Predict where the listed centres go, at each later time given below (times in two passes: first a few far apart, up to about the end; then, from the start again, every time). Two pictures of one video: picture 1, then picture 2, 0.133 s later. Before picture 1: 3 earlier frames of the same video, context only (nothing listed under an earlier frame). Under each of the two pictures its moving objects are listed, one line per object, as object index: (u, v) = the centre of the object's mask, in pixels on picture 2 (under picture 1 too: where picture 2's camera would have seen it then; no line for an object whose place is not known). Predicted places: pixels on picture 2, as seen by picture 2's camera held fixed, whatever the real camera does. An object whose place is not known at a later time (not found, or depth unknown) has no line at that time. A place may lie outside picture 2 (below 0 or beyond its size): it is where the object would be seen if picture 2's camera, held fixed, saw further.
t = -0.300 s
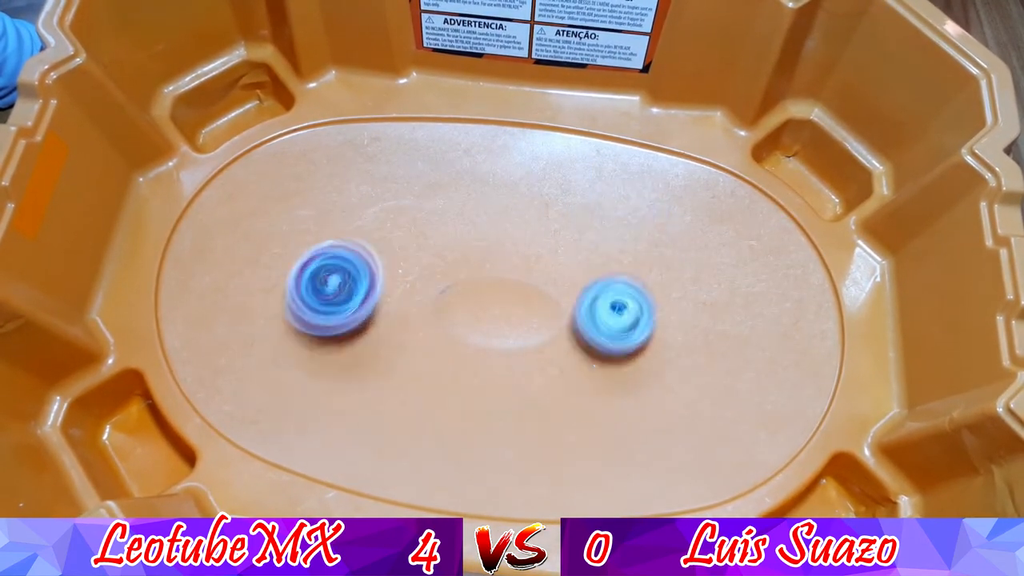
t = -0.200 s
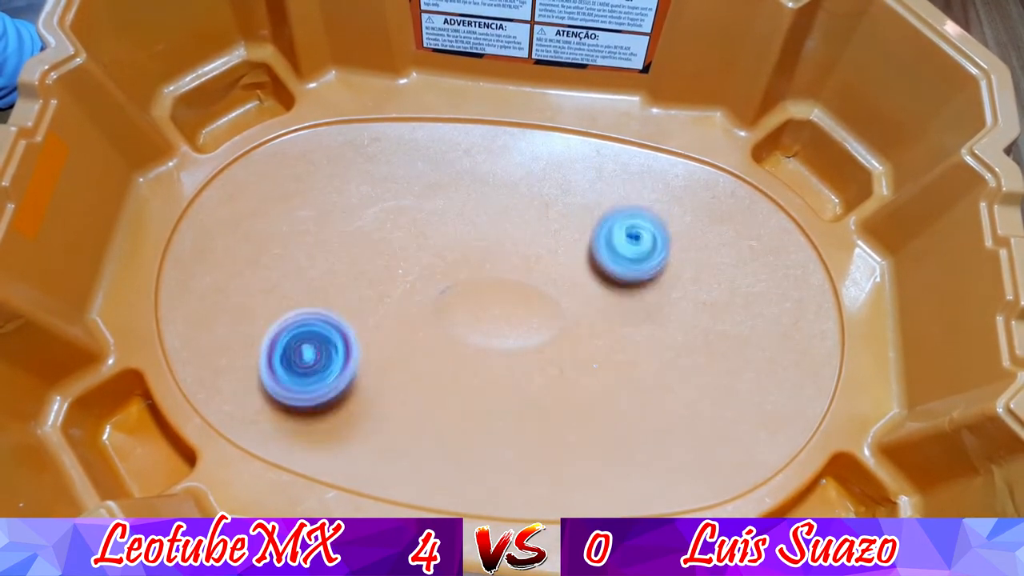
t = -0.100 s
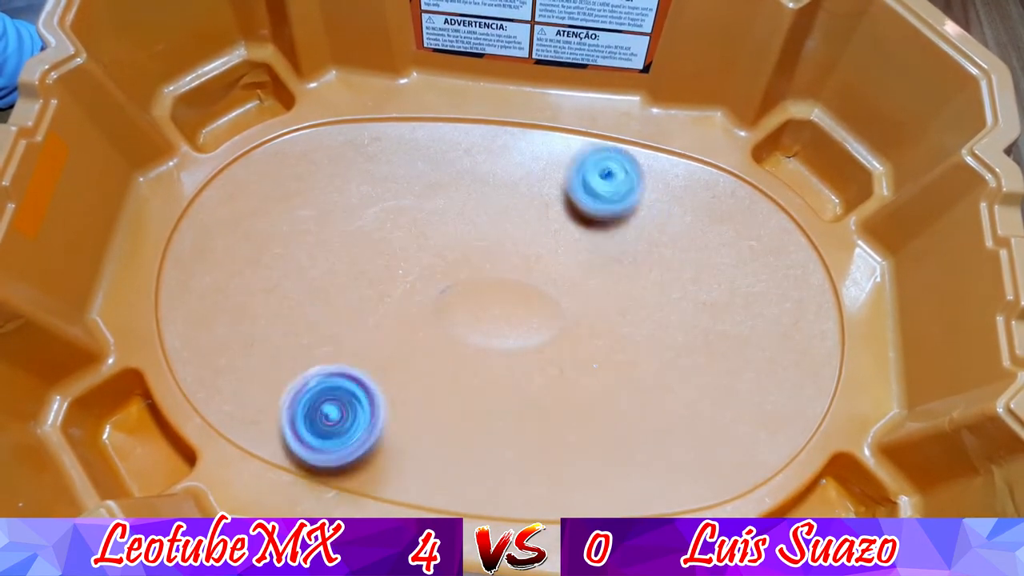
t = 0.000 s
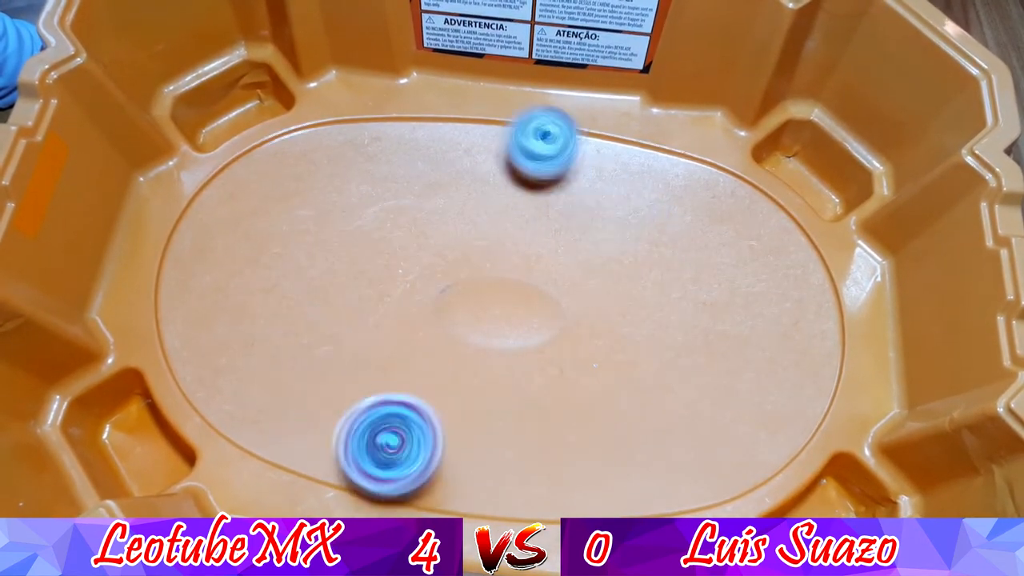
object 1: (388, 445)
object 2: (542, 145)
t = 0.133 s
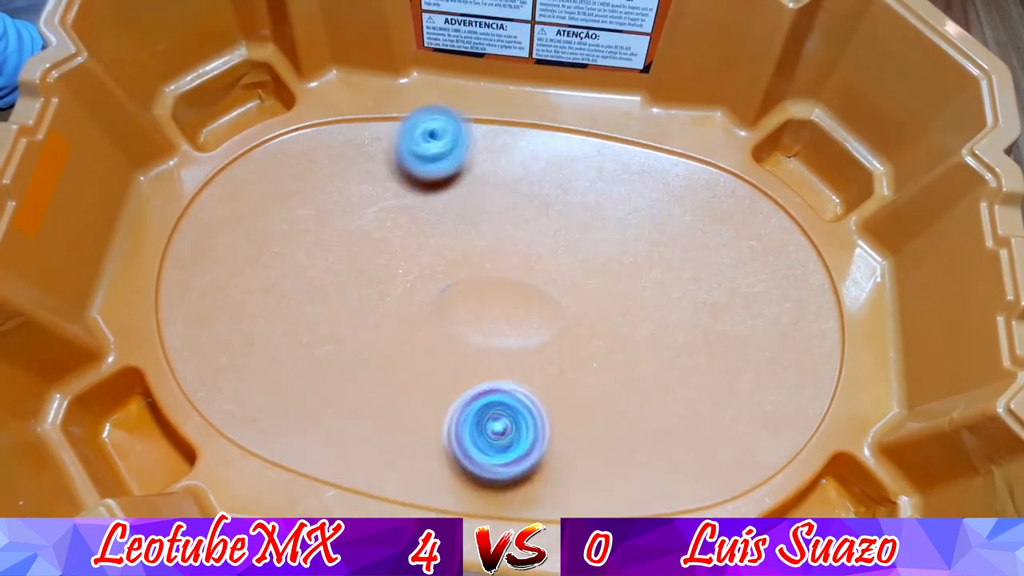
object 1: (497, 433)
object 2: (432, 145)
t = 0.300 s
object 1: (611, 354)
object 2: (328, 229)
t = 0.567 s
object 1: (573, 203)
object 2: (429, 448)
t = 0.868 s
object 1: (381, 217)
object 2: (741, 353)
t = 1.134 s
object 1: (336, 354)
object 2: (633, 133)
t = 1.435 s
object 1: (547, 358)
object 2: (296, 234)
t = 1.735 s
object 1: (575, 201)
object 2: (369, 461)
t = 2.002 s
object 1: (400, 199)
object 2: (606, 380)
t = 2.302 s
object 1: (373, 376)
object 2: (574, 181)
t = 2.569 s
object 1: (586, 380)
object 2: (357, 167)
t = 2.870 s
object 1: (616, 211)
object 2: (309, 371)
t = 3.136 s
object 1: (468, 202)
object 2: (569, 427)
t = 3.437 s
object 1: (372, 335)
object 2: (682, 227)
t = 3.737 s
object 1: (518, 363)
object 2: (463, 146)
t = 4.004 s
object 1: (573, 294)
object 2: (301, 318)
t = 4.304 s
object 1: (537, 265)
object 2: (501, 485)
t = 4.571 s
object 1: (507, 266)
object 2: (687, 363)
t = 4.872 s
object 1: (506, 265)
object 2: (574, 152)
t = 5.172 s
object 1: (512, 265)
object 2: (304, 196)
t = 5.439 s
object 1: (509, 265)
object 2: (289, 417)
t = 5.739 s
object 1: (498, 264)
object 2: (584, 436)
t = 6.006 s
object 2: (675, 236)
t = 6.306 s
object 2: (477, 122)
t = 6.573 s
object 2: (304, 268)
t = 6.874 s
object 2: (450, 471)
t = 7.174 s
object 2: (684, 380)
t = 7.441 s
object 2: (636, 187)
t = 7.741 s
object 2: (394, 166)
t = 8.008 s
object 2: (284, 341)
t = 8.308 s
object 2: (481, 462)
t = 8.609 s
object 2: (648, 305)
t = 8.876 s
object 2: (560, 152)
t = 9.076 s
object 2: (413, 157)
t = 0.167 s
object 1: (524, 420)
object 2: (406, 153)
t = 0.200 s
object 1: (551, 407)
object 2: (381, 167)
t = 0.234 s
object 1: (576, 392)
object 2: (359, 184)
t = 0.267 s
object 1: (596, 375)
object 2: (341, 205)
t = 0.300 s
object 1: (611, 354)
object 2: (328, 229)
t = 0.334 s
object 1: (621, 334)
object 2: (319, 256)
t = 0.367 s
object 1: (626, 312)
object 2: (315, 286)
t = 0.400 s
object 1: (627, 290)
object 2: (316, 318)
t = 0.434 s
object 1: (624, 270)
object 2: (326, 350)
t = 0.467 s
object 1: (616, 249)
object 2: (341, 381)
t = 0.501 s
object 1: (604, 232)
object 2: (364, 408)
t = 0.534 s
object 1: (590, 216)
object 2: (393, 430)
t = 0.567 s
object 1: (573, 203)
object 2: (429, 448)
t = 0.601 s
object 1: (554, 191)
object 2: (469, 460)
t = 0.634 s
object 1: (533, 184)
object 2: (512, 466)
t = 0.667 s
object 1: (512, 180)
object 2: (554, 465)
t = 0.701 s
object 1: (490, 179)
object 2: (596, 460)
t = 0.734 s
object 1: (471, 182)
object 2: (636, 449)
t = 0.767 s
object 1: (449, 187)
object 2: (671, 433)
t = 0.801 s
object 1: (427, 195)
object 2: (701, 410)
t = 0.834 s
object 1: (403, 205)
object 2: (724, 383)
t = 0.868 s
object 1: (381, 217)
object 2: (741, 353)
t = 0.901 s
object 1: (360, 231)
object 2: (750, 321)
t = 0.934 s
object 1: (345, 246)
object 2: (751, 286)
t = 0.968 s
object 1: (332, 264)
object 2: (746, 254)
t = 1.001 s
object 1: (323, 283)
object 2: (736, 221)
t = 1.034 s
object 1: (318, 301)
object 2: (718, 193)
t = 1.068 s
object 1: (319, 320)
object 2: (695, 168)
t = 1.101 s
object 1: (325, 338)
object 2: (666, 145)
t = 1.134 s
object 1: (336, 354)
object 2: (633, 133)
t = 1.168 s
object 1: (353, 367)
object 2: (594, 128)
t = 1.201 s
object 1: (373, 379)
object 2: (553, 128)
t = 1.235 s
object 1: (396, 387)
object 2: (511, 130)
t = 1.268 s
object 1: (420, 390)
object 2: (469, 137)
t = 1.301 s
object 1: (446, 390)
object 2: (429, 148)
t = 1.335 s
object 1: (474, 387)
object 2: (391, 164)
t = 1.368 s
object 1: (501, 381)
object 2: (354, 184)
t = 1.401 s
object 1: (526, 371)
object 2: (323, 206)
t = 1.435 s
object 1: (547, 358)
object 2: (296, 234)
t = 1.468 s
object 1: (567, 342)
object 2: (273, 263)
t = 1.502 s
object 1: (583, 325)
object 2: (257, 297)
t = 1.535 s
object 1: (594, 305)
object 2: (245, 334)
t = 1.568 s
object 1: (601, 285)
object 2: (242, 373)
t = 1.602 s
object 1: (604, 265)
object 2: (245, 412)
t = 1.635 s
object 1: (602, 246)
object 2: (258, 445)
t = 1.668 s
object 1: (597, 229)
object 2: (290, 454)
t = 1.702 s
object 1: (588, 214)
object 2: (328, 461)
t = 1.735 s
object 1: (575, 201)
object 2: (369, 461)
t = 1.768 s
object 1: (560, 191)
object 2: (407, 459)
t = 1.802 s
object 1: (540, 183)
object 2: (445, 455)
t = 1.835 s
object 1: (520, 178)
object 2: (481, 450)
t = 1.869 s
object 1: (496, 176)
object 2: (512, 442)
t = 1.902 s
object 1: (472, 177)
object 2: (540, 430)
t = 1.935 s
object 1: (448, 182)
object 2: (567, 416)
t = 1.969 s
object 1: (424, 188)
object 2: (588, 400)
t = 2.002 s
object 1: (400, 199)
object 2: (606, 380)
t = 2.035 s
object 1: (379, 213)
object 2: (619, 359)
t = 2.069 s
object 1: (360, 231)
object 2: (627, 337)
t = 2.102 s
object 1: (348, 251)
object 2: (632, 314)
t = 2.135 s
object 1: (339, 272)
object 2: (633, 288)
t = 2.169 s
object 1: (336, 294)
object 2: (629, 263)
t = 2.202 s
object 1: (338, 318)
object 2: (621, 240)
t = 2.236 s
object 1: (345, 339)
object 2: (609, 217)
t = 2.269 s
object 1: (356, 358)
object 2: (593, 198)
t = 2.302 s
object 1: (373, 376)
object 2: (574, 181)
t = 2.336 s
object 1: (394, 390)
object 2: (552, 166)
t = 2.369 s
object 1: (420, 401)
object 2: (526, 155)
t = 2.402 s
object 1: (447, 407)
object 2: (497, 148)
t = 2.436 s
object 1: (476, 409)
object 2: (467, 145)
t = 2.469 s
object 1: (504, 408)
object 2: (437, 146)
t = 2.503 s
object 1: (533, 404)
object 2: (409, 150)
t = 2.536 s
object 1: (561, 394)
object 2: (382, 156)
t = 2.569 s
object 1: (586, 380)
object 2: (357, 167)
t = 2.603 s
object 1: (608, 365)
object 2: (335, 181)
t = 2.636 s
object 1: (626, 346)
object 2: (315, 199)
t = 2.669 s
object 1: (638, 325)
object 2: (301, 219)
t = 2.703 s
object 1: (645, 305)
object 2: (290, 242)
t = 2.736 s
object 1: (648, 282)
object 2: (284, 265)
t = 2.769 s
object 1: (646, 261)
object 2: (283, 292)
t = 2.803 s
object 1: (639, 243)
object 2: (286, 319)
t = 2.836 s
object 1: (629, 225)
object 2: (295, 346)
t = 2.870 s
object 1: (616, 211)
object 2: (309, 371)
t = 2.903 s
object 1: (601, 200)
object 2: (330, 394)
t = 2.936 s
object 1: (583, 191)
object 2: (356, 414)
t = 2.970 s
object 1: (563, 187)
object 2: (388, 428)
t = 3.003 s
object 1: (545, 185)
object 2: (422, 437)
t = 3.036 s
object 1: (526, 186)
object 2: (458, 442)
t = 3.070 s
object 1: (507, 190)
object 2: (495, 442)
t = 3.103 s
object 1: (488, 196)
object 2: (532, 437)
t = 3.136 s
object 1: (468, 202)
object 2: (569, 427)
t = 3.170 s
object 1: (446, 211)
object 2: (601, 414)
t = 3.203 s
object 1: (424, 221)
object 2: (629, 396)
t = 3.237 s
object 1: (404, 234)
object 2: (651, 376)
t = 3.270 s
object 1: (387, 249)
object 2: (668, 353)
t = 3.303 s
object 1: (376, 266)
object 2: (680, 329)
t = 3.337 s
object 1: (368, 283)
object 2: (688, 303)
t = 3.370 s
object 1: (364, 301)
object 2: (691, 277)
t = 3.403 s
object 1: (365, 319)
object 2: (688, 252)
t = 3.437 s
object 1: (372, 335)
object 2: (682, 227)
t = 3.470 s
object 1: (381, 350)
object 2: (671, 205)
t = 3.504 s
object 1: (392, 363)
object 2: (656, 185)
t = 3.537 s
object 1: (409, 370)
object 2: (637, 169)
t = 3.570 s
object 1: (426, 376)
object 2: (614, 156)
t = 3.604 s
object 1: (445, 379)
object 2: (588, 146)
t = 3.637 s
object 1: (464, 377)
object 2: (559, 140)
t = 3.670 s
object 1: (484, 374)
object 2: (527, 137)
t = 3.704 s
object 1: (503, 369)
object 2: (495, 140)
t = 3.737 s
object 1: (518, 363)
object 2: (463, 146)
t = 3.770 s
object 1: (531, 355)
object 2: (432, 155)
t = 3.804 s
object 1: (542, 348)
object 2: (402, 168)
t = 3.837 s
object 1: (552, 339)
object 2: (376, 185)
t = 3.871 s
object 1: (558, 331)
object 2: (352, 206)
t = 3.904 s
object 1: (565, 321)
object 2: (332, 229)
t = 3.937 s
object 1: (570, 312)
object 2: (316, 257)
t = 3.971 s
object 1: (573, 302)
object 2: (306, 287)
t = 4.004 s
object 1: (573, 294)
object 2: (301, 318)
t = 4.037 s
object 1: (573, 286)
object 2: (302, 350)
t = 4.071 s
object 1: (571, 280)
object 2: (310, 380)
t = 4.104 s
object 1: (568, 275)
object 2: (324, 408)
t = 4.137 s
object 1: (564, 272)
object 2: (344, 433)
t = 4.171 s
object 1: (560, 269)
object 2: (369, 452)
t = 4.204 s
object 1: (554, 268)
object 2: (399, 467)
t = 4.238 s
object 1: (549, 267)
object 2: (432, 476)
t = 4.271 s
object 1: (543, 266)
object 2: (467, 482)
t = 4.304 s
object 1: (537, 265)
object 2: (501, 485)
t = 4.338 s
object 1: (531, 266)
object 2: (533, 482)
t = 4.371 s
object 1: (526, 265)
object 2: (563, 476)
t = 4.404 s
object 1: (521, 266)
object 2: (590, 468)
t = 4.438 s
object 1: (517, 266)
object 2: (616, 454)
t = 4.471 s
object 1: (513, 267)
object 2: (641, 437)
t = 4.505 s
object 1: (511, 267)
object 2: (662, 415)
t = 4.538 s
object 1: (509, 267)
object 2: (677, 390)
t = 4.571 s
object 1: (507, 266)
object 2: (687, 363)
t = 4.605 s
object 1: (506, 266)
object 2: (691, 335)
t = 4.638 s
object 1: (506, 265)
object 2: (691, 306)
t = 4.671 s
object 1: (506, 265)
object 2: (686, 277)
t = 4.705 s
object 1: (506, 264)
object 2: (677, 250)
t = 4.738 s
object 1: (506, 264)
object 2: (664, 224)
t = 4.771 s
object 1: (506, 264)
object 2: (646, 202)
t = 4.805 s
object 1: (506, 264)
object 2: (625, 182)
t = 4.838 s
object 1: (506, 265)
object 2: (600, 166)
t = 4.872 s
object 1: (506, 265)
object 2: (574, 152)
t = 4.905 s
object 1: (507, 265)
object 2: (544, 143)
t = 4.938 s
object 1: (507, 265)
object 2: (513, 138)
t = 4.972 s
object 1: (508, 265)
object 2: (481, 135)
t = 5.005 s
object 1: (509, 265)
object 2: (450, 136)
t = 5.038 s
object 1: (510, 265)
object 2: (417, 140)
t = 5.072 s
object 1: (511, 264)
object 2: (386, 148)
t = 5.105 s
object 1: (511, 265)
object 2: (355, 160)
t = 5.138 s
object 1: (511, 265)
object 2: (328, 176)
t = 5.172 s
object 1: (512, 265)
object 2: (304, 196)
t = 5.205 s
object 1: (511, 265)
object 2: (284, 220)
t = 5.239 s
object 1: (512, 264)
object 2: (268, 246)
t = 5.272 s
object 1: (512, 265)
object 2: (257, 274)
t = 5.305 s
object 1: (512, 265)
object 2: (252, 305)
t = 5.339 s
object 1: (512, 265)
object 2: (253, 333)
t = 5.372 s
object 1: (511, 264)
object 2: (259, 363)
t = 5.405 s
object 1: (510, 264)
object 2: (271, 392)
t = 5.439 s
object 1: (509, 265)
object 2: (289, 417)
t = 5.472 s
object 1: (508, 265)
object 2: (312, 437)
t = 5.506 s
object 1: (507, 265)
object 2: (342, 453)
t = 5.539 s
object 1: (505, 265)
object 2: (376, 464)
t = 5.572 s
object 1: (504, 264)
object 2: (412, 470)
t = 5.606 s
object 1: (504, 264)
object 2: (449, 472)
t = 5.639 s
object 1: (502, 264)
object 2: (485, 470)
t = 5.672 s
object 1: (501, 264)
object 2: (520, 463)
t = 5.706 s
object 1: (500, 264)
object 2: (553, 450)
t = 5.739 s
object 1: (498, 264)
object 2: (584, 436)
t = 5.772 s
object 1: (496, 263)
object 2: (612, 418)
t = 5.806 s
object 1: (495, 263)
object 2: (636, 396)
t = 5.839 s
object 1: (492, 263)
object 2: (654, 372)
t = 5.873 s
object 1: (490, 263)
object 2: (667, 345)
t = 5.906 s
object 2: (675, 319)
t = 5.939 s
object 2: (679, 291)
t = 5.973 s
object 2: (679, 263)
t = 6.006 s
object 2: (675, 236)
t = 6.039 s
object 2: (666, 210)
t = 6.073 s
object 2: (653, 188)
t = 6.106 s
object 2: (636, 167)
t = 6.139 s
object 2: (615, 150)
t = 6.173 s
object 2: (592, 137)
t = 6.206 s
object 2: (566, 129)
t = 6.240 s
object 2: (537, 124)
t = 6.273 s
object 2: (507, 121)
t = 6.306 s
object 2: (477, 122)
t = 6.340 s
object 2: (446, 127)
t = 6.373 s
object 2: (416, 137)
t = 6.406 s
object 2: (389, 151)
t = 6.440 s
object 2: (363, 169)
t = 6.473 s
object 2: (343, 189)
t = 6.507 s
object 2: (325, 214)
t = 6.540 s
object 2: (312, 240)
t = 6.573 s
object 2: (304, 268)
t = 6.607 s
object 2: (301, 298)
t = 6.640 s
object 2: (302, 327)
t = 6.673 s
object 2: (308, 357)
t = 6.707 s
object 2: (320, 385)
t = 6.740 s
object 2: (339, 410)
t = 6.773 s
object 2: (362, 431)
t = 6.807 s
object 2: (388, 448)
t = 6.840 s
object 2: (418, 462)
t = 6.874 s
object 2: (450, 471)
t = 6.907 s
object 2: (483, 476)
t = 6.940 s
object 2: (515, 477)
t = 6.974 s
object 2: (547, 473)
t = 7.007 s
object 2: (576, 466)
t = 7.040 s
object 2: (604, 455)
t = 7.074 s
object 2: (629, 441)
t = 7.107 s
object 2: (651, 425)
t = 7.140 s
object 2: (671, 404)
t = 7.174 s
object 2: (684, 380)
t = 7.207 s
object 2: (694, 352)
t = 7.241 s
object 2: (697, 326)
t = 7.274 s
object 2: (696, 301)
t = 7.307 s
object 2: (692, 274)
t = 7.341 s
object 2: (684, 250)
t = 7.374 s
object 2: (672, 226)
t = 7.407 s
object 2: (656, 205)
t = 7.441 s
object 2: (636, 187)
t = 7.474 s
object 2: (614, 173)
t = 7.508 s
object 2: (590, 162)
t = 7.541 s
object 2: (563, 153)
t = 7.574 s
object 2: (535, 146)
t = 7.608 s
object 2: (507, 145)
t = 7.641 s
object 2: (477, 145)
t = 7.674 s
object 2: (448, 149)
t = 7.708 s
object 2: (421, 156)
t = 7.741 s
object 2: (394, 166)
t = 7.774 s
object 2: (367, 179)
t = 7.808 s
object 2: (344, 195)
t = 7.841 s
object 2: (324, 216)
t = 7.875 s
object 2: (308, 239)
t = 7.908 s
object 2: (296, 262)
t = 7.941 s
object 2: (288, 289)
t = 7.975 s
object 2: (284, 315)
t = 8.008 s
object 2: (284, 341)
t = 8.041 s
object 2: (290, 368)
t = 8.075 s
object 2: (302, 394)
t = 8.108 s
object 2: (318, 415)
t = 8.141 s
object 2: (339, 433)
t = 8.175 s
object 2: (364, 446)
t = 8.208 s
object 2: (390, 456)
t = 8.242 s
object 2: (419, 462)
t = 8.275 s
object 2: (450, 464)
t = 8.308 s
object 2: (481, 462)
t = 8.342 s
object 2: (509, 455)
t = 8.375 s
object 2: (537, 445)
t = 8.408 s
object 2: (563, 431)
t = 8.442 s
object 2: (588, 416)
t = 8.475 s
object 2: (607, 397)
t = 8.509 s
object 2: (623, 376)
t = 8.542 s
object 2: (636, 354)
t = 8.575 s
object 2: (644, 329)
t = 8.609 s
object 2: (648, 305)
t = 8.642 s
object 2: (648, 280)
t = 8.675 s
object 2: (645, 257)
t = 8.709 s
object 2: (640, 234)
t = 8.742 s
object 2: (630, 212)
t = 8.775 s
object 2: (617, 194)
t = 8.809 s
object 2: (600, 178)
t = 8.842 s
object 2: (582, 164)
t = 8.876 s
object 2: (560, 152)
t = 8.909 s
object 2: (537, 144)
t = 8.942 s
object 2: (512, 140)
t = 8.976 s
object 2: (488, 140)
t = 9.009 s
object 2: (462, 141)
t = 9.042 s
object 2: (438, 148)
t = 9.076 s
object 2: (413, 157)
